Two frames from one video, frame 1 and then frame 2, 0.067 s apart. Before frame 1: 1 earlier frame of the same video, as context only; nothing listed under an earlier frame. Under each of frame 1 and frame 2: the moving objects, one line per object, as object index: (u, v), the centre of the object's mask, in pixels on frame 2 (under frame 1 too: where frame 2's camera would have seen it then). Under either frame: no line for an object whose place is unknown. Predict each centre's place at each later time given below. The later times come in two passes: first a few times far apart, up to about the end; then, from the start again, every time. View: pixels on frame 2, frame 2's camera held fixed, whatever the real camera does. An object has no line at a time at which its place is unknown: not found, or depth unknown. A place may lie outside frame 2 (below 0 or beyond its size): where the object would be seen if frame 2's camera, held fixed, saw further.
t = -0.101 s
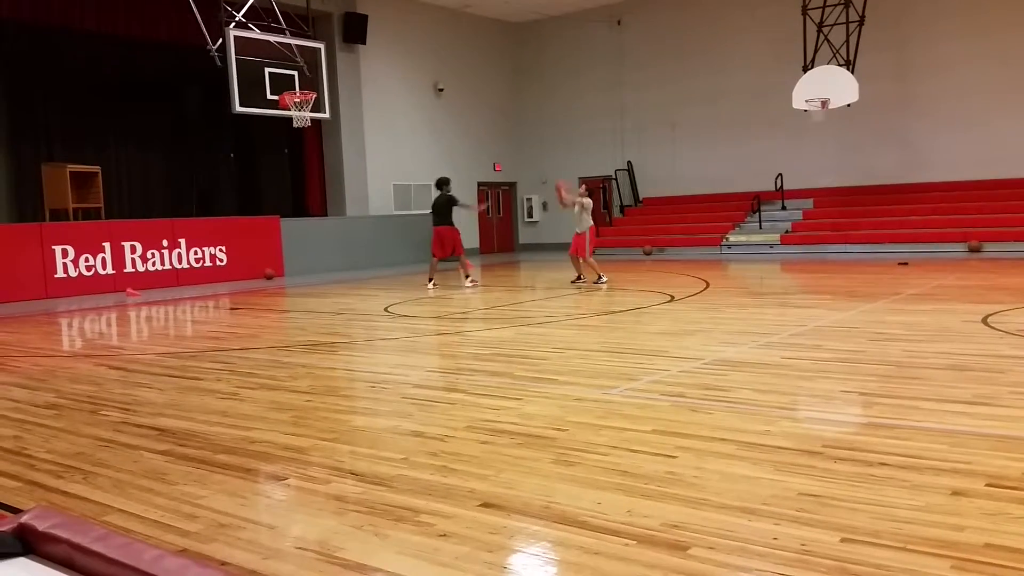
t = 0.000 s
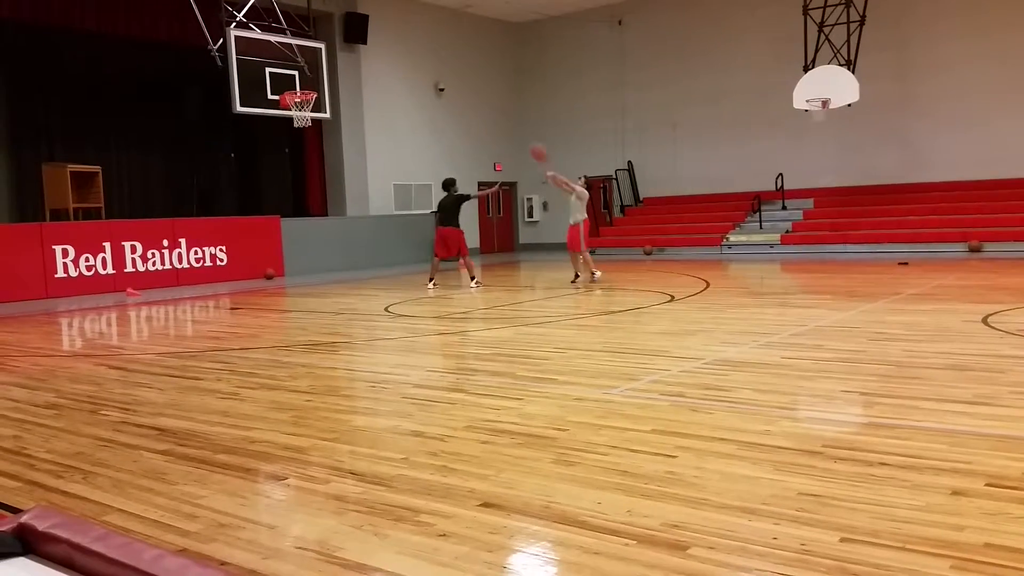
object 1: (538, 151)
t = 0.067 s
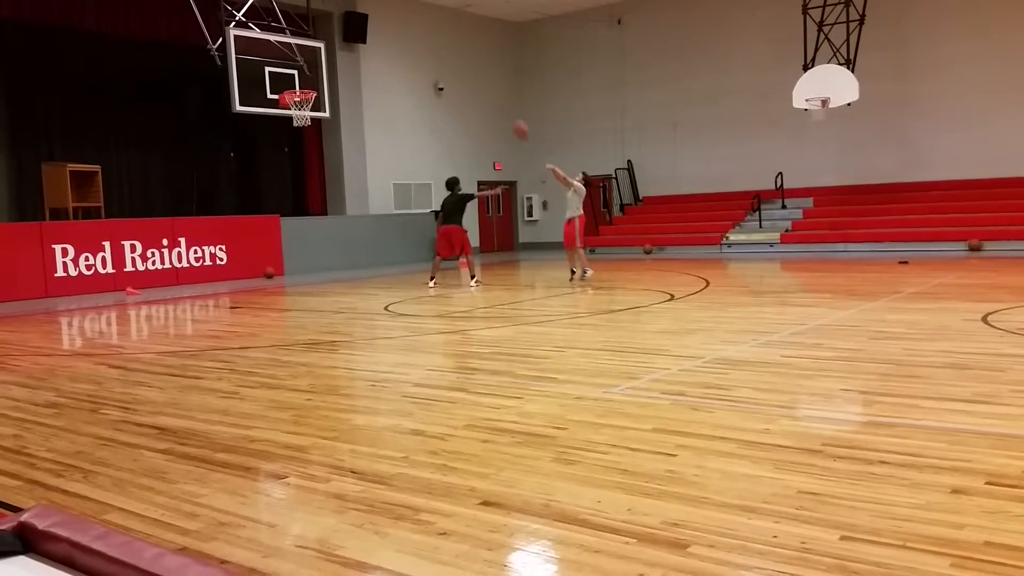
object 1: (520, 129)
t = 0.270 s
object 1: (469, 80)
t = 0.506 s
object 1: (410, 53)
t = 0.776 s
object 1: (346, 65)
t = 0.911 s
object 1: (316, 83)
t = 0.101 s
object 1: (511, 119)
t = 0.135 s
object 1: (503, 110)
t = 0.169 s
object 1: (494, 102)
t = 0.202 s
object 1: (485, 92)
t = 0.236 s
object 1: (477, 86)
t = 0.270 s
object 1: (469, 80)
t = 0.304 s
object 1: (460, 74)
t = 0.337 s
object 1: (451, 69)
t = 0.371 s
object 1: (443, 64)
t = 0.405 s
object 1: (434, 60)
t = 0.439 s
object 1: (426, 57)
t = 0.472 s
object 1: (418, 55)
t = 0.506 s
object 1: (410, 53)
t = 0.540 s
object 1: (401, 52)
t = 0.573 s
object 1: (392, 52)
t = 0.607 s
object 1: (384, 53)
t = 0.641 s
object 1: (377, 54)
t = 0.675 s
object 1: (369, 55)
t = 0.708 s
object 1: (360, 58)
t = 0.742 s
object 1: (353, 61)
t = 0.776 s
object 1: (346, 65)
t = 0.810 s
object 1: (337, 70)
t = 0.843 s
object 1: (330, 73)
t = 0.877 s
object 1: (320, 82)
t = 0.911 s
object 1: (316, 83)
